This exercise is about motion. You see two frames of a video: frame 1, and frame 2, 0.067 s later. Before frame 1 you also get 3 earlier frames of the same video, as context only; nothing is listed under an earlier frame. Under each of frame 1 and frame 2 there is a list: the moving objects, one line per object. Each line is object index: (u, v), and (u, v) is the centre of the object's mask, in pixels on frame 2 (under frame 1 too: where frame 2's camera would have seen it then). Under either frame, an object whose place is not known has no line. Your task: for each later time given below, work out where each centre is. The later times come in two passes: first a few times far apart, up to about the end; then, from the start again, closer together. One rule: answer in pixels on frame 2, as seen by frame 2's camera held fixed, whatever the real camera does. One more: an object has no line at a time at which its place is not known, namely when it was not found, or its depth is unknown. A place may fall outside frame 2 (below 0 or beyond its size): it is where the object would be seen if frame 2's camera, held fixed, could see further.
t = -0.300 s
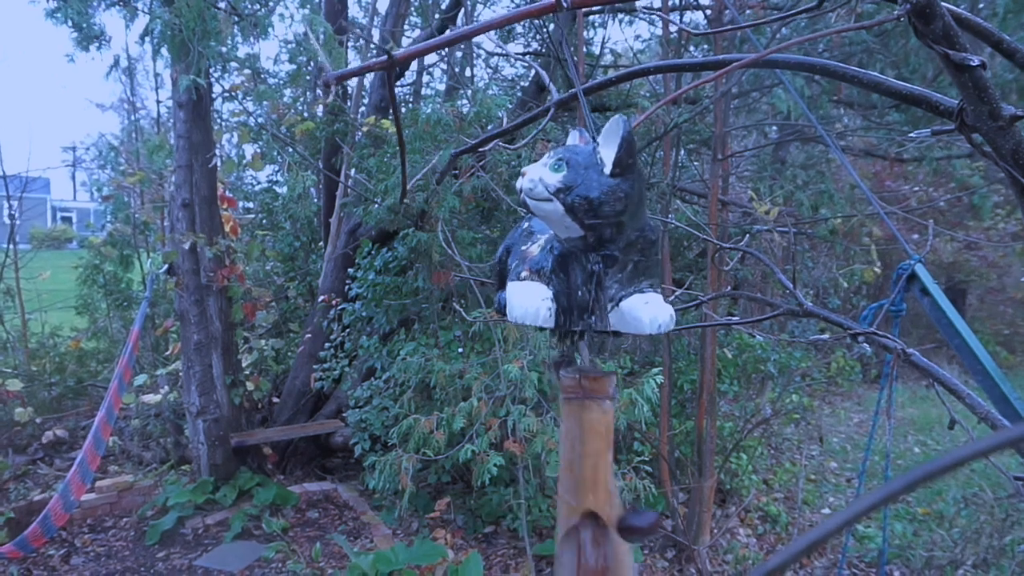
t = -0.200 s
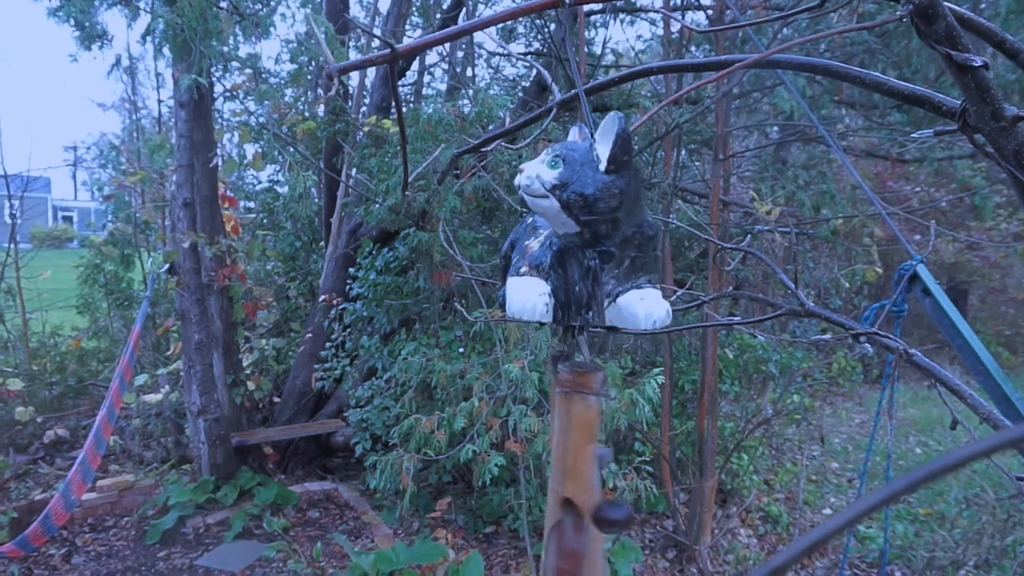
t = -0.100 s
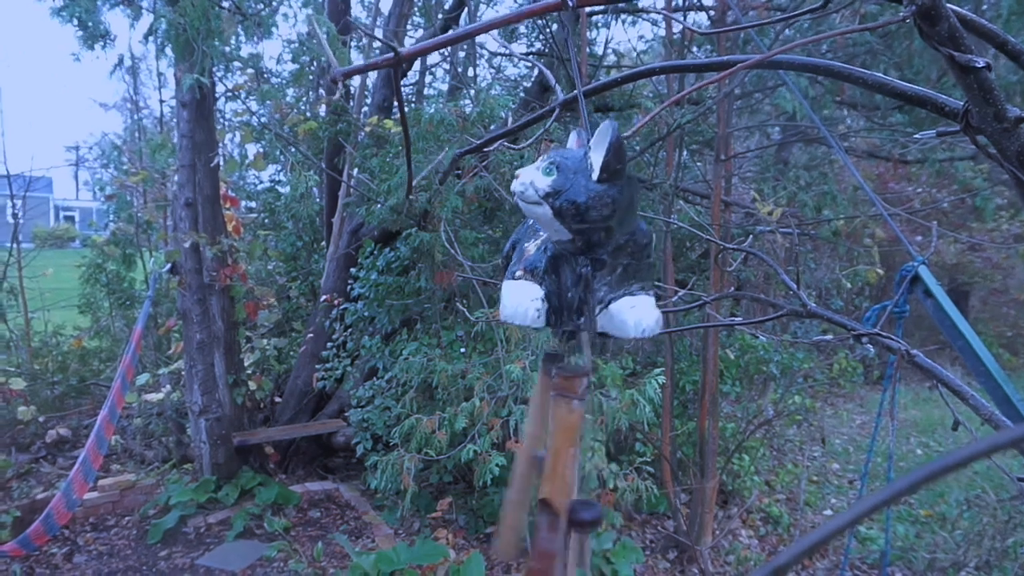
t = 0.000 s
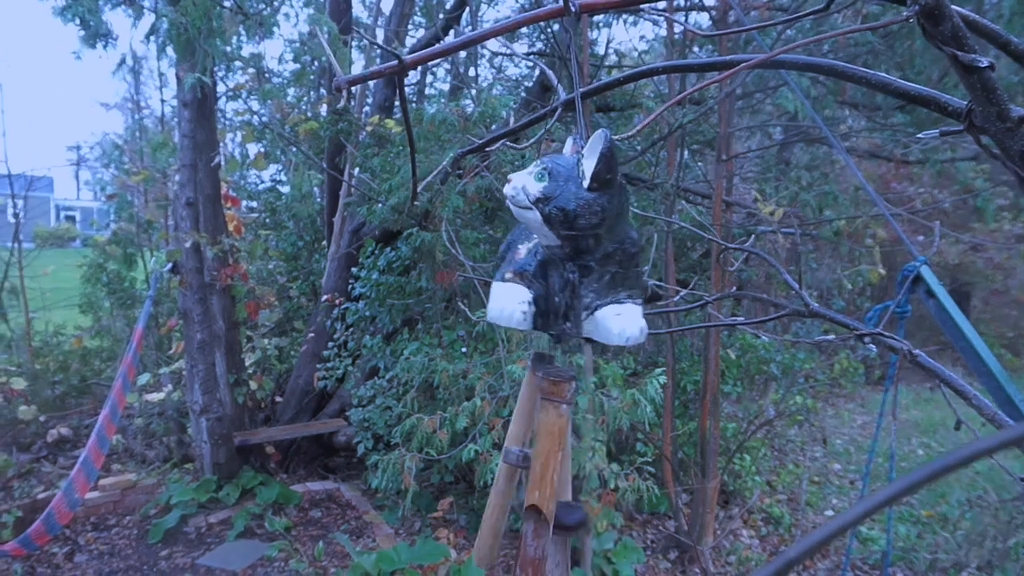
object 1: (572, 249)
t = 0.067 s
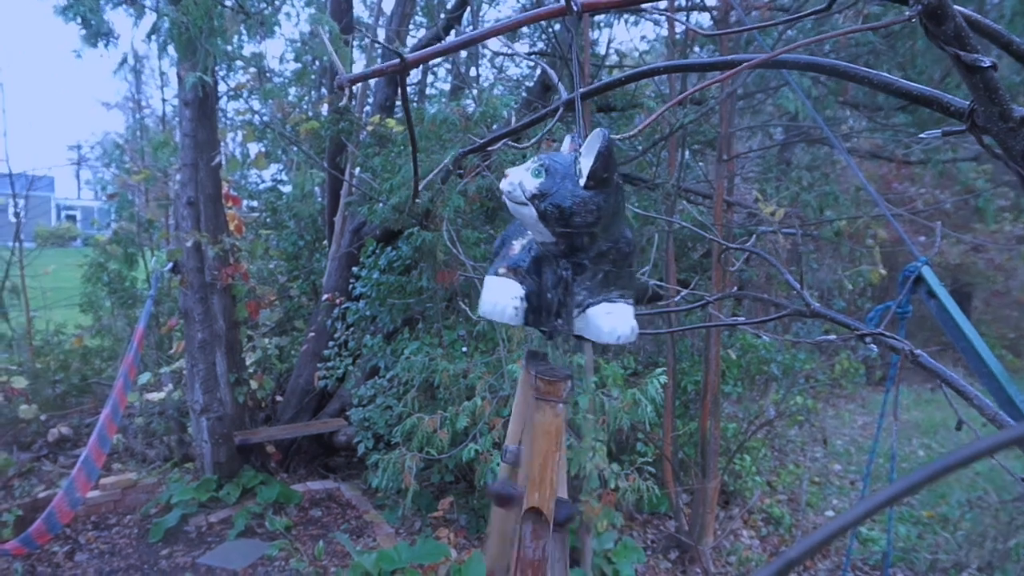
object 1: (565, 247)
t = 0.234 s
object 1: (562, 235)
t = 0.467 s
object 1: (589, 245)
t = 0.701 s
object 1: (609, 237)
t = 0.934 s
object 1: (606, 242)
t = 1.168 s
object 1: (599, 242)
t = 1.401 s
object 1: (591, 241)
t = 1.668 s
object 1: (596, 245)
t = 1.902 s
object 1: (603, 236)
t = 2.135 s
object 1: (612, 240)
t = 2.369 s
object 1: (611, 238)
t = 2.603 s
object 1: (596, 243)
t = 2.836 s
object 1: (590, 241)
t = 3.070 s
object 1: (600, 242)
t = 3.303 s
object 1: (615, 243)
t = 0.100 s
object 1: (563, 243)
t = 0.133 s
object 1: (562, 240)
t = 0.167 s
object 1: (561, 237)
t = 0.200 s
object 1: (562, 236)
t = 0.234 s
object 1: (562, 235)
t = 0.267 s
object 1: (564, 236)
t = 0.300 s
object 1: (567, 237)
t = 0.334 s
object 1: (571, 240)
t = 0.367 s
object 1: (575, 242)
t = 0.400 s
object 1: (579, 244)
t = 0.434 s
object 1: (585, 244)
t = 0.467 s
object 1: (589, 245)
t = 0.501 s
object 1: (594, 244)
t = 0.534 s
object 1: (597, 242)
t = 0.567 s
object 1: (601, 240)
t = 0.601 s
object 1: (603, 238)
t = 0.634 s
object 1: (605, 237)
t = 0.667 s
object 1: (608, 237)
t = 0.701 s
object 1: (609, 237)
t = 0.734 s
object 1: (610, 239)
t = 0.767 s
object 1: (610, 240)
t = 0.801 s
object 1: (610, 242)
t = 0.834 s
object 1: (609, 243)
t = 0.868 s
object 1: (608, 244)
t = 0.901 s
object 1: (607, 243)
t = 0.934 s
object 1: (606, 242)
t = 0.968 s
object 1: (606, 240)
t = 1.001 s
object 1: (605, 238)
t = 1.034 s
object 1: (604, 238)
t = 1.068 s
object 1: (603, 237)
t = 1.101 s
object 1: (602, 238)
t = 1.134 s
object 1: (600, 240)
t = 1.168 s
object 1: (599, 242)
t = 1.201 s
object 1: (598, 244)
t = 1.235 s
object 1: (597, 246)
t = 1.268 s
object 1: (595, 246)
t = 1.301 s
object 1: (594, 246)
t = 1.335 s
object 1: (593, 245)
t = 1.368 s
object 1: (591, 243)
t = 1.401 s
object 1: (591, 241)
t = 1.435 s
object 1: (590, 240)
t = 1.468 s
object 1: (590, 238)
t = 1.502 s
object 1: (590, 239)
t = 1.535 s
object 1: (591, 240)
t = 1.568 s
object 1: (591, 242)
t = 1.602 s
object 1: (593, 243)
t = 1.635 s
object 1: (595, 244)
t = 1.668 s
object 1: (596, 245)
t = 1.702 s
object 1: (598, 245)
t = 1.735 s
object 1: (599, 244)
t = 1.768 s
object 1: (599, 243)
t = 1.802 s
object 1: (600, 242)
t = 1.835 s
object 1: (601, 240)
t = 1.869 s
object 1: (601, 238)
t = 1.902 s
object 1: (603, 236)
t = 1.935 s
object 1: (604, 236)
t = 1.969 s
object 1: (605, 236)
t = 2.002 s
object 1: (606, 237)
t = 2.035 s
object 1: (607, 238)
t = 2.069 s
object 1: (609, 240)
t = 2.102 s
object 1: (611, 240)
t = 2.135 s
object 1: (612, 240)
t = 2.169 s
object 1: (613, 239)
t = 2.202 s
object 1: (614, 239)
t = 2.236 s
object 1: (614, 238)
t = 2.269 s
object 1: (614, 237)
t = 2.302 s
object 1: (613, 237)
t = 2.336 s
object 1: (612, 237)
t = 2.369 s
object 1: (611, 238)
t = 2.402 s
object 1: (608, 239)
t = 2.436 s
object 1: (607, 241)
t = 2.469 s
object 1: (604, 242)
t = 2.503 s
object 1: (602, 243)
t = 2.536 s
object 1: (600, 244)
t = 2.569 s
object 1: (598, 243)
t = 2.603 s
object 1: (596, 243)
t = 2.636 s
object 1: (595, 243)
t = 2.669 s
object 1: (593, 242)
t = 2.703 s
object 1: (593, 241)
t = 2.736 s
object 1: (592, 240)
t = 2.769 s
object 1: (591, 240)
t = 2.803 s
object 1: (590, 241)
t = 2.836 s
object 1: (590, 241)
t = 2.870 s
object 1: (590, 242)
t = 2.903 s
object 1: (591, 243)
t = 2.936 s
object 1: (591, 244)
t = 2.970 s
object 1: (593, 243)
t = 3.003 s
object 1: (595, 243)
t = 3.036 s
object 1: (597, 243)
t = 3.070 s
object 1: (600, 242)
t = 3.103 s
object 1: (602, 241)
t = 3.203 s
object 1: (609, 241)
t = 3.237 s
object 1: (611, 241)
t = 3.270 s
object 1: (614, 243)
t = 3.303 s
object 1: (615, 243)
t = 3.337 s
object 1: (615, 244)
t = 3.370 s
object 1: (615, 244)
